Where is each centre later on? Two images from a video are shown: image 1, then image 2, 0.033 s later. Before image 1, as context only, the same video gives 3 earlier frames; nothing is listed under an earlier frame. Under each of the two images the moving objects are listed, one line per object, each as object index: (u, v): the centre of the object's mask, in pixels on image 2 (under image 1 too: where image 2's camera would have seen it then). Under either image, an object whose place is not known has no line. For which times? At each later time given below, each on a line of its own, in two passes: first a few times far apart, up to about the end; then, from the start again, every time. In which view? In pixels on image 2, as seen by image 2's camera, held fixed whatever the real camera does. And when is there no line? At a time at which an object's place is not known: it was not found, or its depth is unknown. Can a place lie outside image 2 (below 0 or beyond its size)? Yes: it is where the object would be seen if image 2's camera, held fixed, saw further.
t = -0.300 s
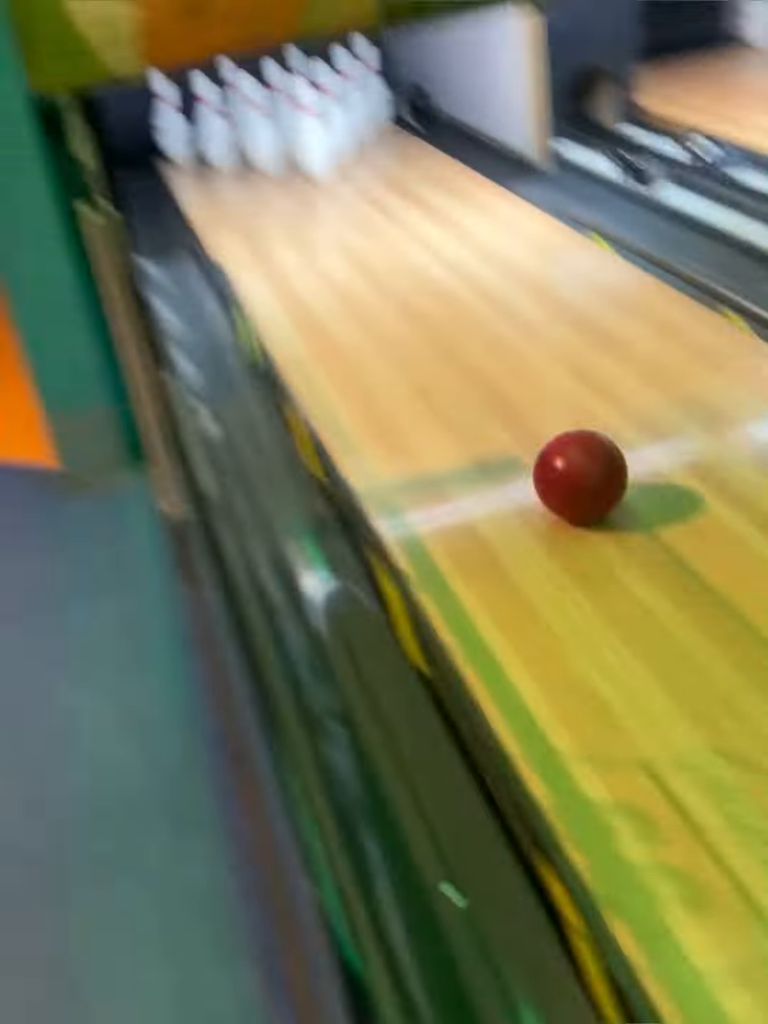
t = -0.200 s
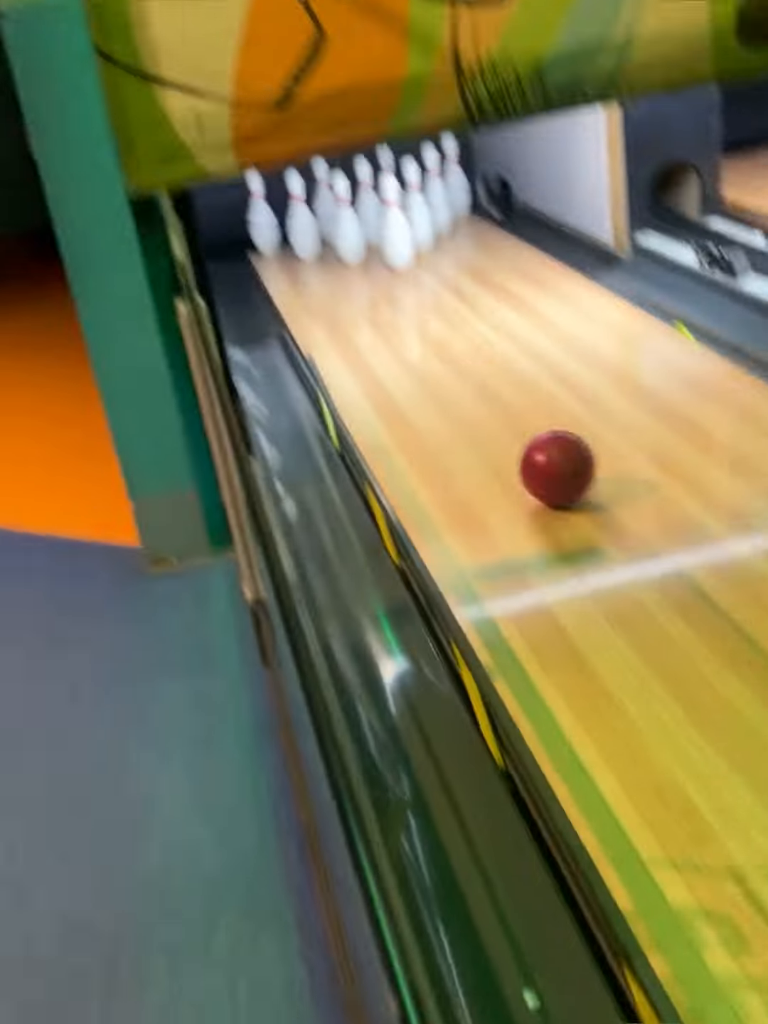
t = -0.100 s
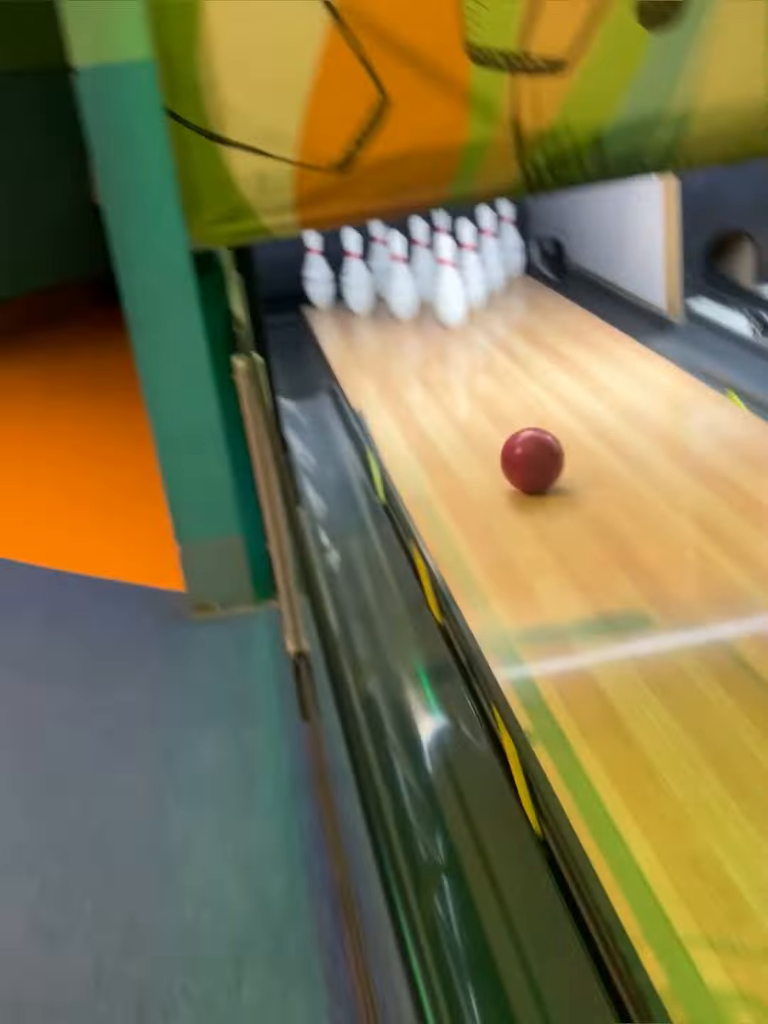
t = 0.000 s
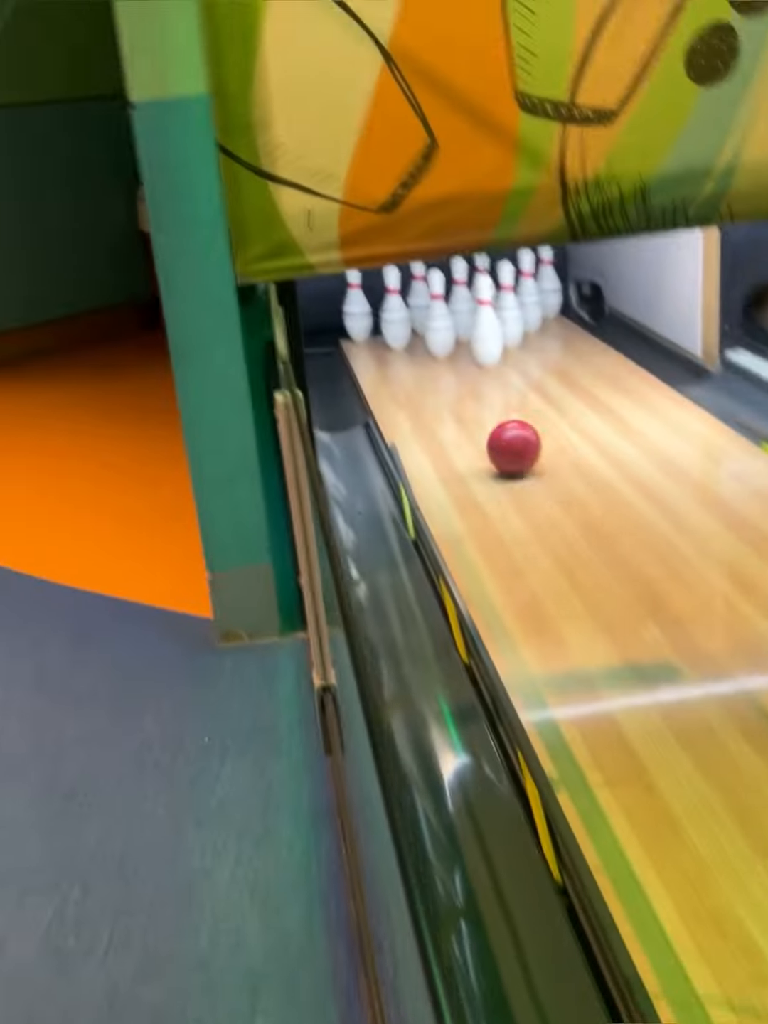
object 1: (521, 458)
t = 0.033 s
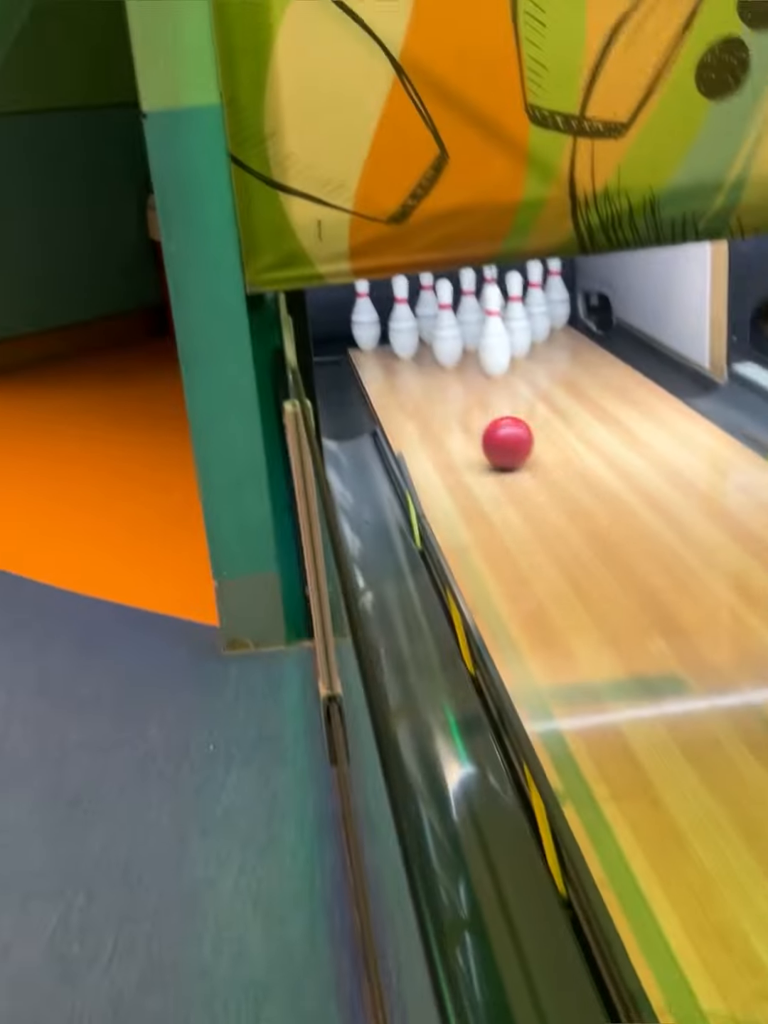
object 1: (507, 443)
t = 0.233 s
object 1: (444, 372)
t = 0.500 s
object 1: (347, 343)
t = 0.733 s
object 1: (327, 340)
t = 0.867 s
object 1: (337, 334)
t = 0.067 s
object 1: (495, 429)
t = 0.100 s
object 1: (483, 415)
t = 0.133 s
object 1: (473, 403)
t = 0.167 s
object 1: (462, 392)
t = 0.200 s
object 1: (453, 381)
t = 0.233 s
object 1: (444, 372)
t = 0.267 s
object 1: (436, 363)
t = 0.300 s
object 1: (427, 356)
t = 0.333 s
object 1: (413, 352)
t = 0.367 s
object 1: (398, 349)
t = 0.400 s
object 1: (386, 347)
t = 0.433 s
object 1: (373, 345)
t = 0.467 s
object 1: (359, 344)
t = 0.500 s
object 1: (347, 343)
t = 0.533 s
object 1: (336, 343)
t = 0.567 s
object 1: (328, 347)
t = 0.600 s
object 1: (321, 350)
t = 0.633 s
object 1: (320, 343)
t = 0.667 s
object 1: (321, 339)
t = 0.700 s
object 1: (324, 339)
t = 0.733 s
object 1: (327, 340)
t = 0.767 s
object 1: (332, 343)
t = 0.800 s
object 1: (334, 338)
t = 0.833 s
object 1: (335, 335)
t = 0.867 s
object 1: (337, 334)
